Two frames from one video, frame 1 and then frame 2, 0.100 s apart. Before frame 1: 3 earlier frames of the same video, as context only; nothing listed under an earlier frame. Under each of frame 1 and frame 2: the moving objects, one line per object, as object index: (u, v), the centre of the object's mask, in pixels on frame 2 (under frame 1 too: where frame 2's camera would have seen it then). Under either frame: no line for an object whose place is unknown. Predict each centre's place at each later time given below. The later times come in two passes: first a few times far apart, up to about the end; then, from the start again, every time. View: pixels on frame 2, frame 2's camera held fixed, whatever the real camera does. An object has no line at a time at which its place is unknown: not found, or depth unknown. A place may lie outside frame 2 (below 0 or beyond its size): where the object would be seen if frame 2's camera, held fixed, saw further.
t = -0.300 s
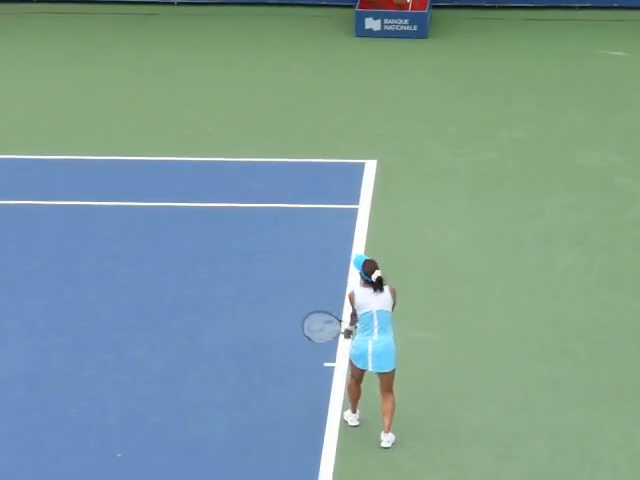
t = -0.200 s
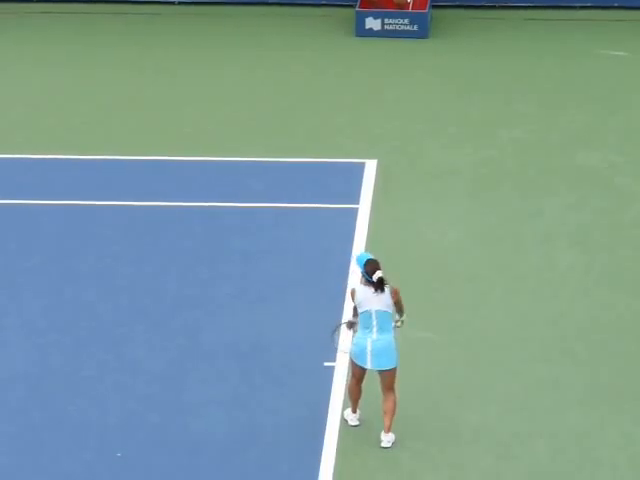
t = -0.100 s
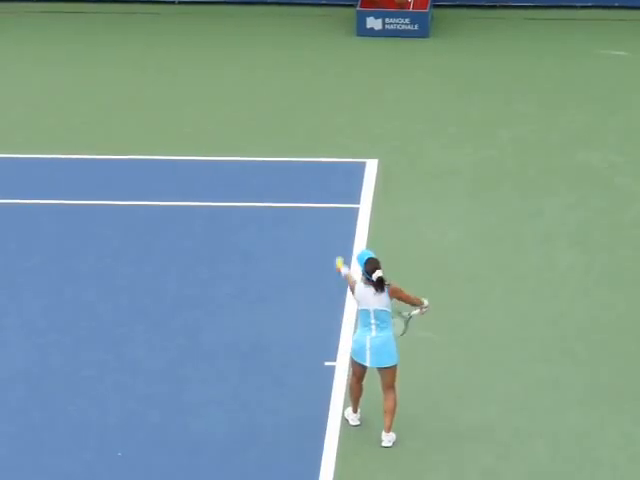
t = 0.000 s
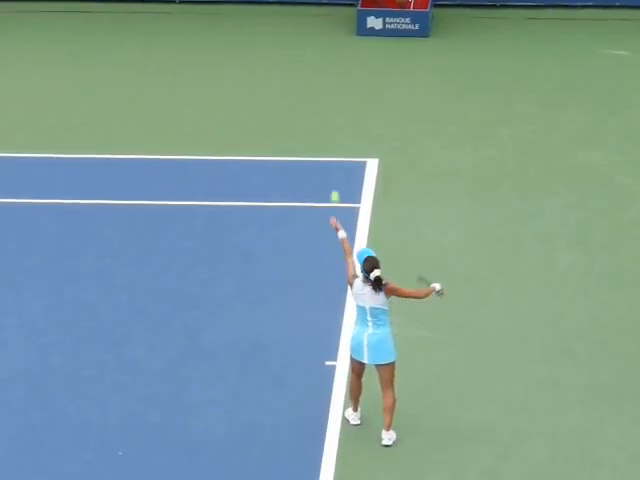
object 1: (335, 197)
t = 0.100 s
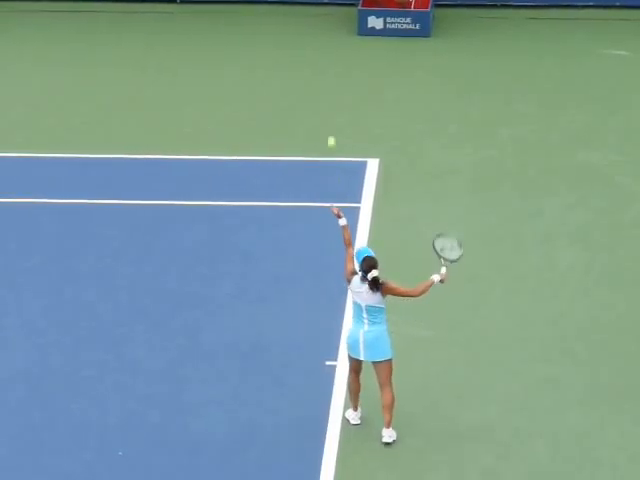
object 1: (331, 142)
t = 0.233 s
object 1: (326, 85)
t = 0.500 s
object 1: (317, 35)
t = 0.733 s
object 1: (311, 57)
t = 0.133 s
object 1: (330, 125)
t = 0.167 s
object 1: (328, 111)
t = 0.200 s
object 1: (327, 97)
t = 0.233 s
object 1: (326, 85)
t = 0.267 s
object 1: (324, 75)
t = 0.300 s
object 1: (323, 65)
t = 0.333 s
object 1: (322, 57)
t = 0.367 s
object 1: (321, 50)
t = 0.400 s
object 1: (320, 45)
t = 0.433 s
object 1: (319, 40)
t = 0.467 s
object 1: (318, 37)
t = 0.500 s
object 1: (317, 35)
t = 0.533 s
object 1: (316, 34)
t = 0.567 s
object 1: (315, 35)
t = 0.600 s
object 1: (314, 37)
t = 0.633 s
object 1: (313, 40)
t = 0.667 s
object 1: (313, 44)
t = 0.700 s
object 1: (312, 50)
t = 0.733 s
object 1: (311, 57)
